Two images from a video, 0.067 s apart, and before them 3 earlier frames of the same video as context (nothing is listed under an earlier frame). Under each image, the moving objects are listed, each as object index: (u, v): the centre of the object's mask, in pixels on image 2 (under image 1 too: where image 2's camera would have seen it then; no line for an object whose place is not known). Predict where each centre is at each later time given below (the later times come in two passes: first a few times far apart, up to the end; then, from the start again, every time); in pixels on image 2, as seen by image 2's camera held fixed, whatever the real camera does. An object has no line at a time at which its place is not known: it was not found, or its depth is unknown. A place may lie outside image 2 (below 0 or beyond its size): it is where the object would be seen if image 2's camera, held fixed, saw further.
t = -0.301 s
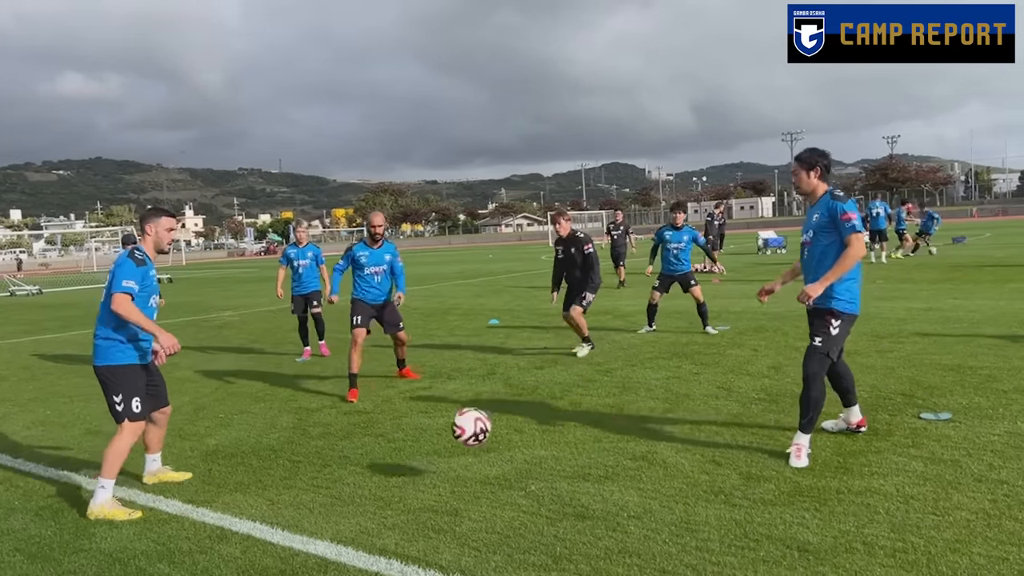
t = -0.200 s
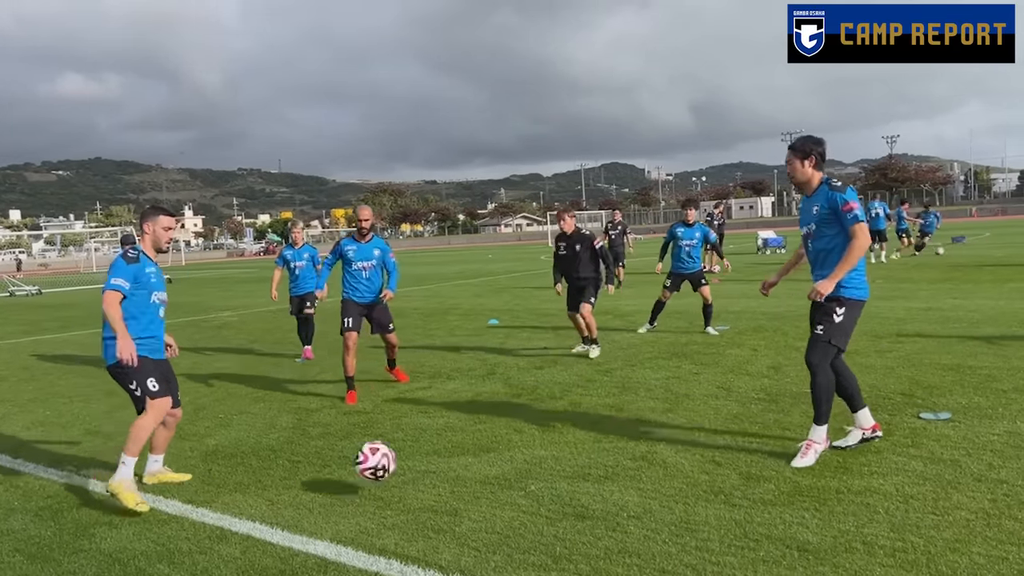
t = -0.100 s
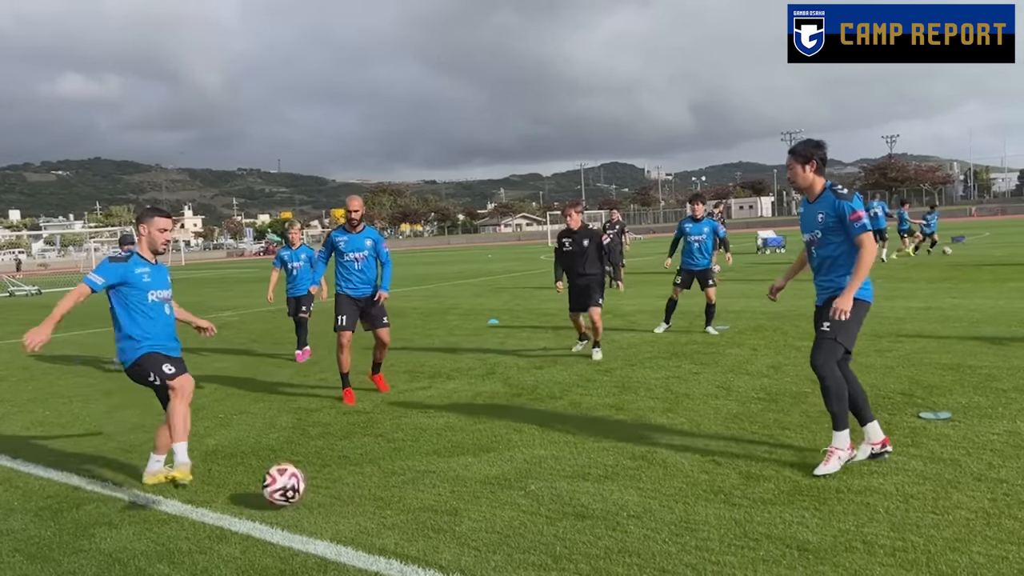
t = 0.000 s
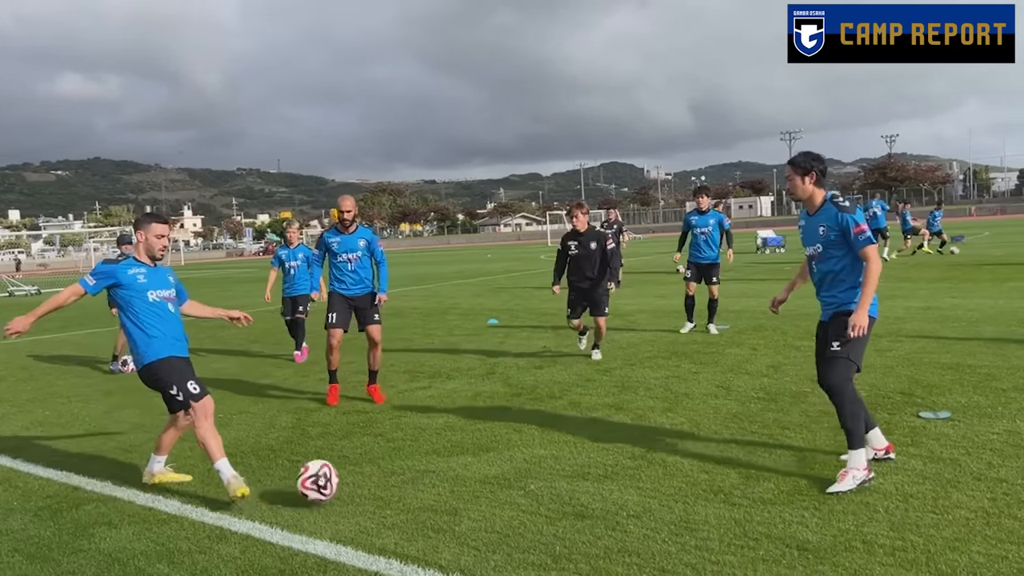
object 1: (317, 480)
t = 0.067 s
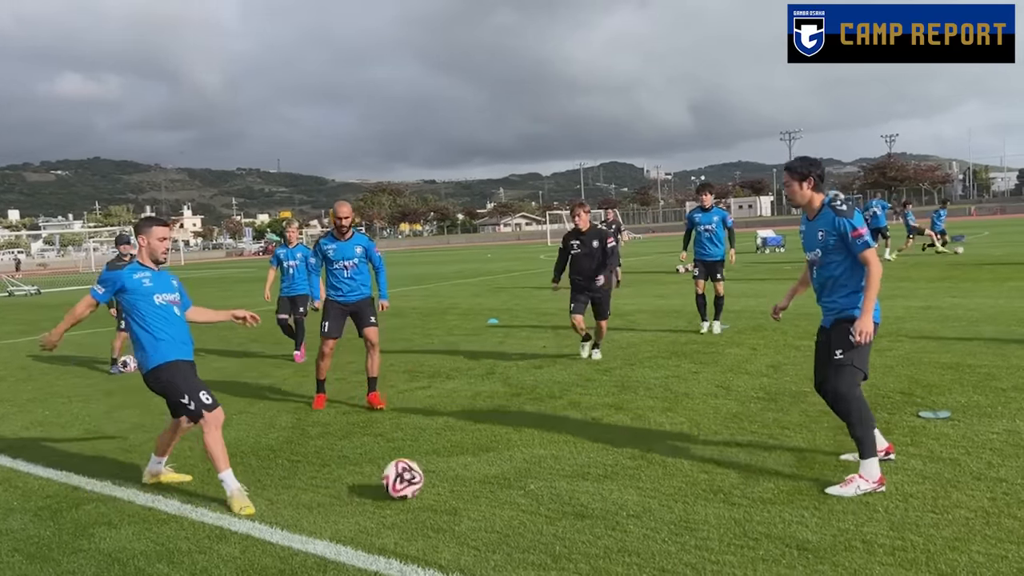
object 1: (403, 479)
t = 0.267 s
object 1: (620, 452)
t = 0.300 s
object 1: (656, 455)
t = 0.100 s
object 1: (440, 469)
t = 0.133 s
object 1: (476, 462)
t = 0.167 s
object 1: (513, 456)
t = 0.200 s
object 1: (549, 452)
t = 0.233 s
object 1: (585, 451)
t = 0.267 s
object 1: (620, 452)
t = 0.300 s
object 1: (656, 455)
